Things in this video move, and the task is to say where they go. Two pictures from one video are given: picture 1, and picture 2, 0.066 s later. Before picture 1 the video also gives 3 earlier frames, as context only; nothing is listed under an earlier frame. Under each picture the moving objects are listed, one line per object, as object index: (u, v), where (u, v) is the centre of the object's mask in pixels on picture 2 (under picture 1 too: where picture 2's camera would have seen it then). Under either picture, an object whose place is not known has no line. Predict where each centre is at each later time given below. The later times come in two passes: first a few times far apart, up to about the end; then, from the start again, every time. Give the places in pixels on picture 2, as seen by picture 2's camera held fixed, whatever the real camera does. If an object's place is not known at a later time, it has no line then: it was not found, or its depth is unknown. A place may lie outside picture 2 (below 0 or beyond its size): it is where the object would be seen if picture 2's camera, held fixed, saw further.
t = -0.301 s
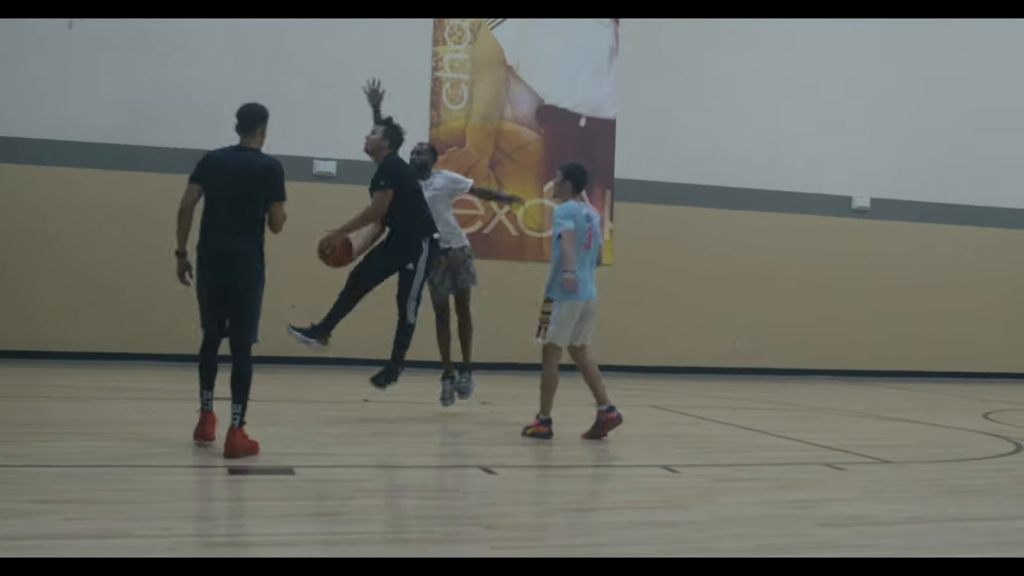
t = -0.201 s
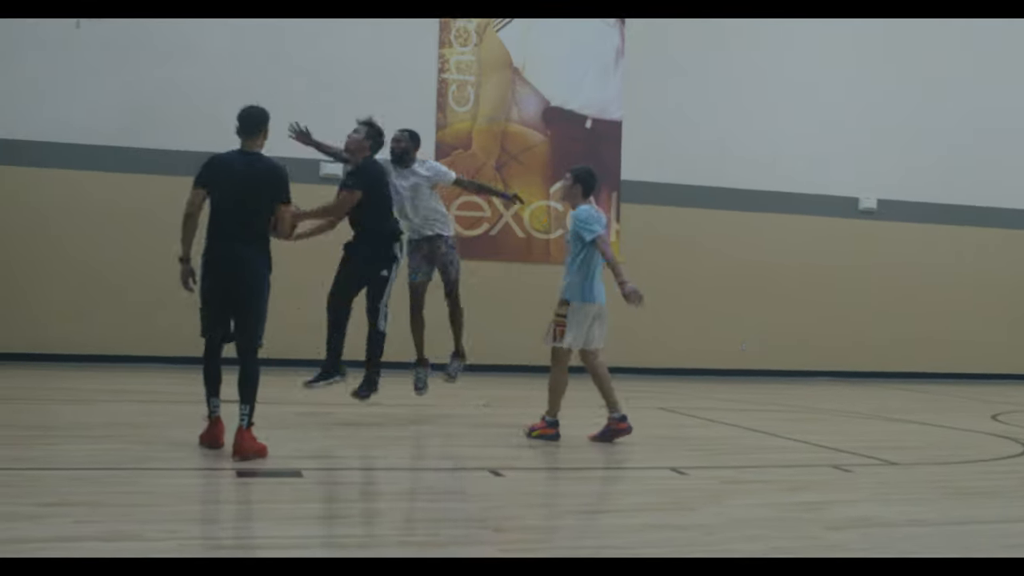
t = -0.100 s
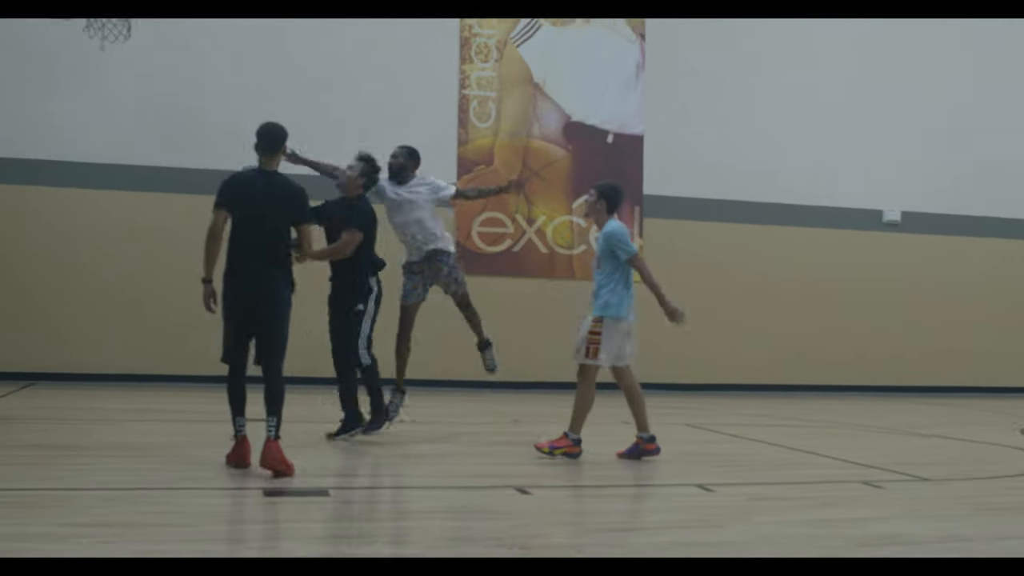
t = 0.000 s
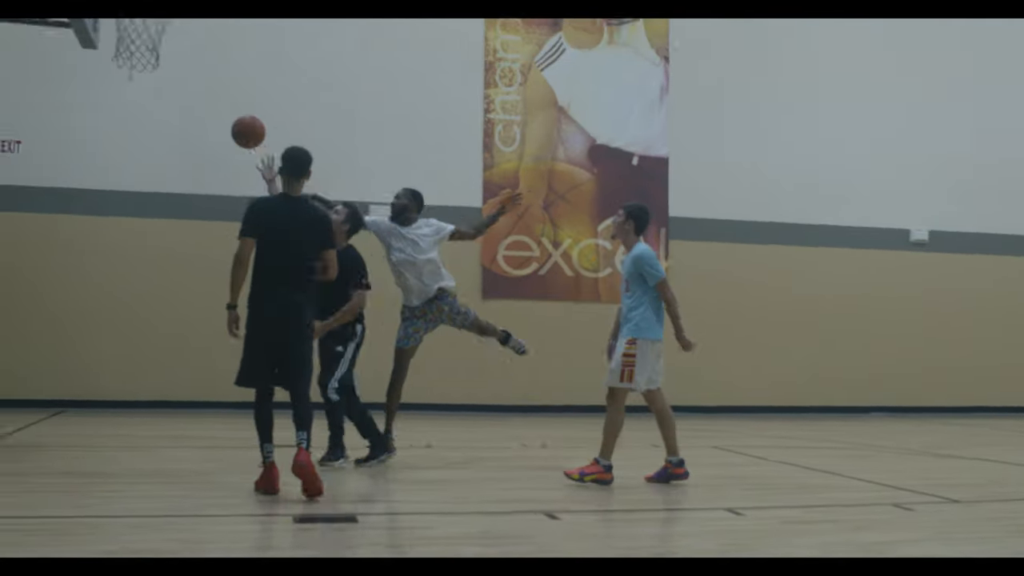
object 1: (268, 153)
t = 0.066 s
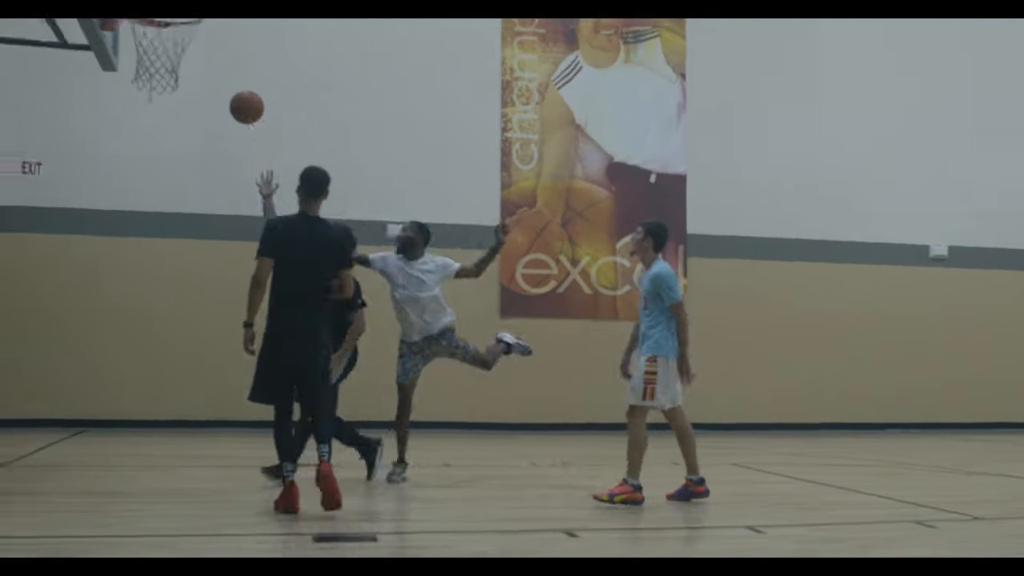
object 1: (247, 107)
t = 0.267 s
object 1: (178, -2)
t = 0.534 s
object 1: (138, -58)
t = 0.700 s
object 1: (186, -36)
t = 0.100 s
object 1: (236, 86)
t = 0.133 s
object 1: (224, 66)
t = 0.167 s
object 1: (212, 48)
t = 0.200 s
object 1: (201, 31)
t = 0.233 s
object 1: (190, 14)
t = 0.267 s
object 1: (178, -2)
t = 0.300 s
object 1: (166, -18)
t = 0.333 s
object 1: (153, -26)
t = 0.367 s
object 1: (140, -37)
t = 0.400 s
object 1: (126, -46)
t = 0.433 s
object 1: (112, -51)
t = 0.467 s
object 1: (120, -55)
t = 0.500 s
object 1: (129, -57)
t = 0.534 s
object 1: (138, -58)
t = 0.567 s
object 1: (147, -57)
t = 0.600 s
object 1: (157, -54)
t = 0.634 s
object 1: (167, -50)
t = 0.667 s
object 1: (177, -44)
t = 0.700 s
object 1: (186, -36)
